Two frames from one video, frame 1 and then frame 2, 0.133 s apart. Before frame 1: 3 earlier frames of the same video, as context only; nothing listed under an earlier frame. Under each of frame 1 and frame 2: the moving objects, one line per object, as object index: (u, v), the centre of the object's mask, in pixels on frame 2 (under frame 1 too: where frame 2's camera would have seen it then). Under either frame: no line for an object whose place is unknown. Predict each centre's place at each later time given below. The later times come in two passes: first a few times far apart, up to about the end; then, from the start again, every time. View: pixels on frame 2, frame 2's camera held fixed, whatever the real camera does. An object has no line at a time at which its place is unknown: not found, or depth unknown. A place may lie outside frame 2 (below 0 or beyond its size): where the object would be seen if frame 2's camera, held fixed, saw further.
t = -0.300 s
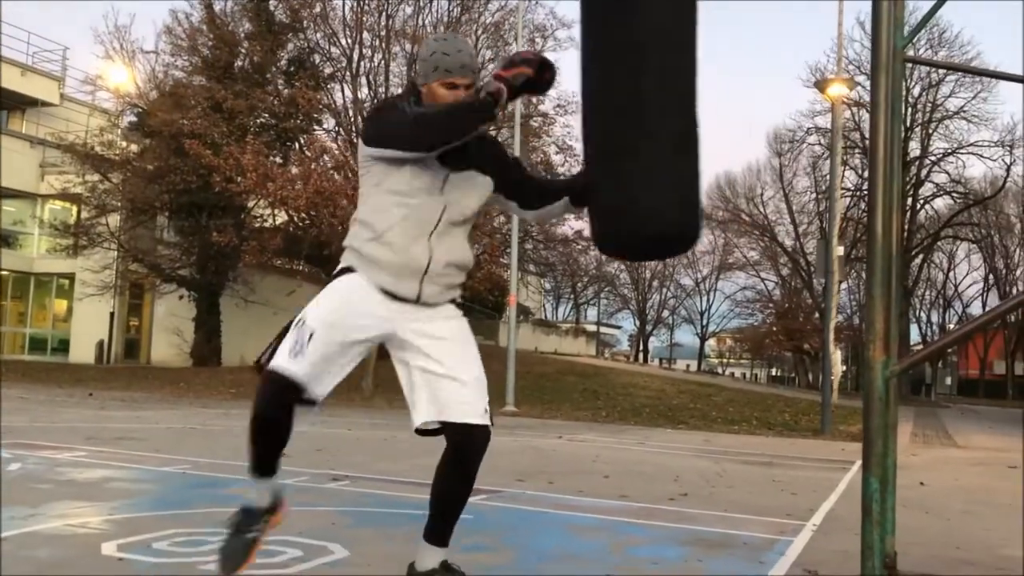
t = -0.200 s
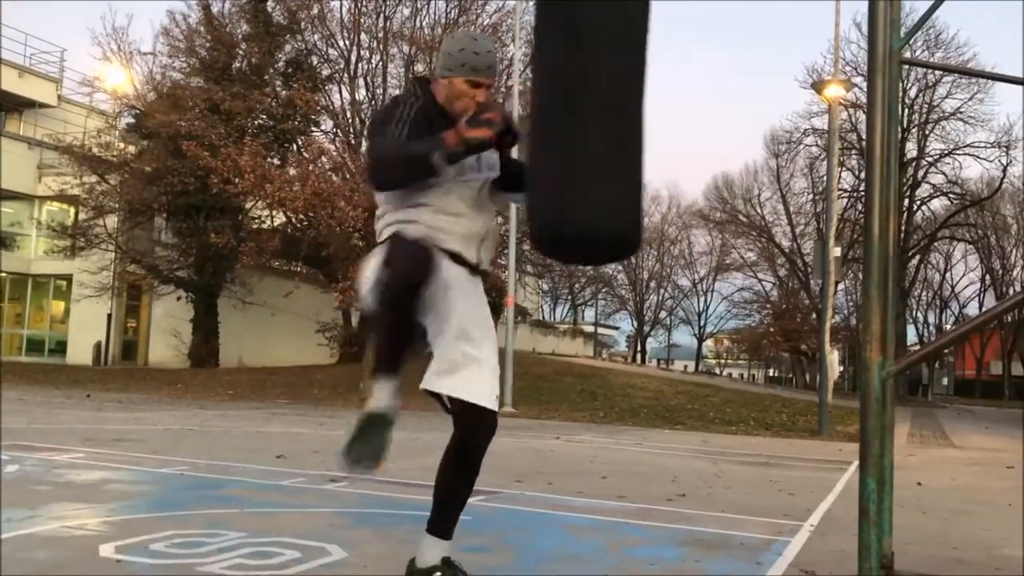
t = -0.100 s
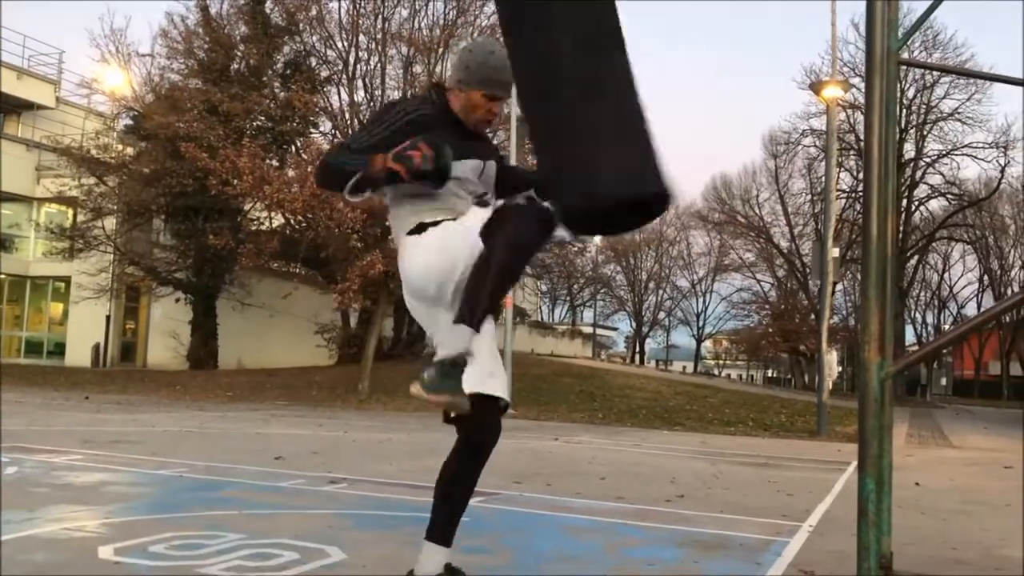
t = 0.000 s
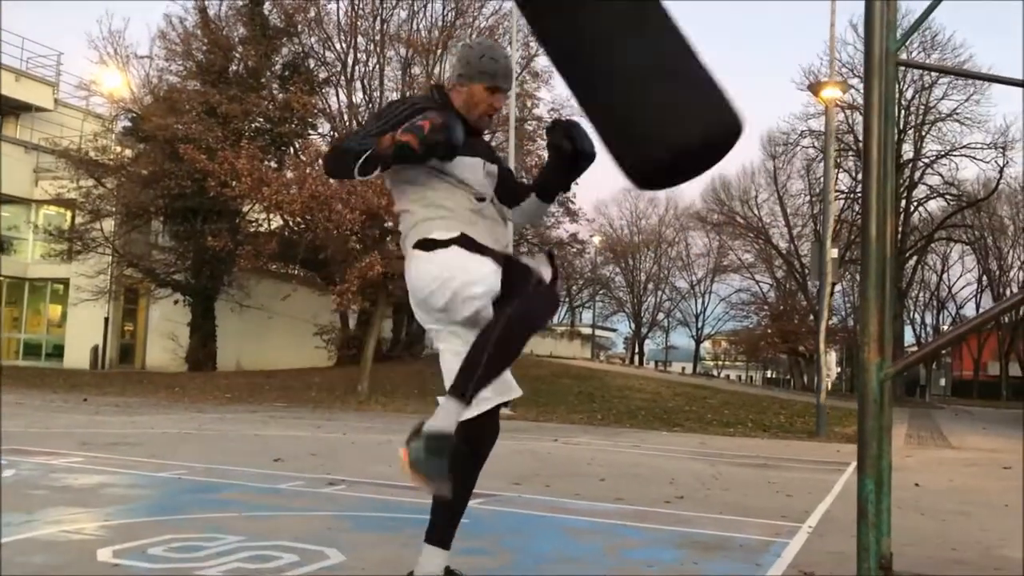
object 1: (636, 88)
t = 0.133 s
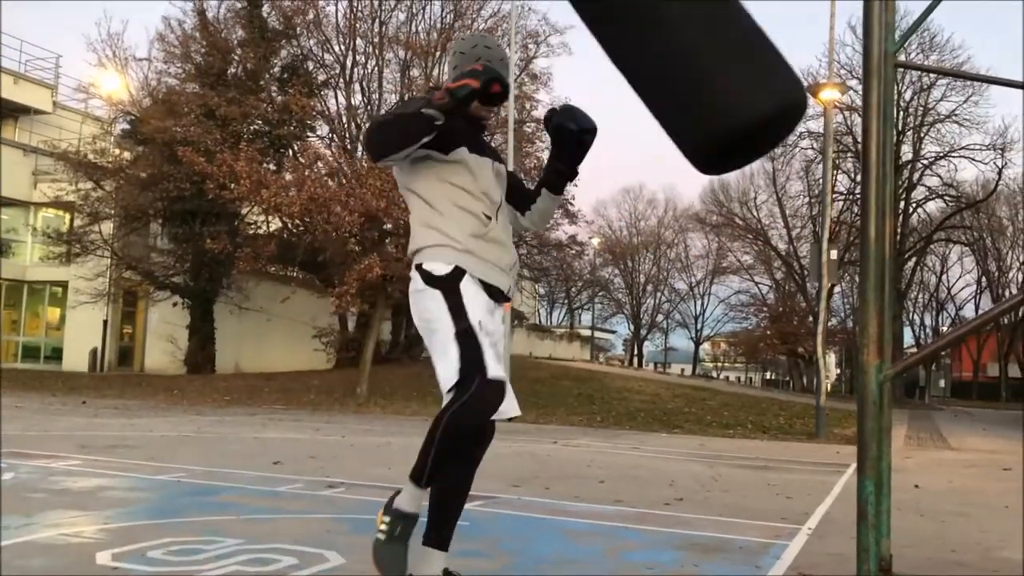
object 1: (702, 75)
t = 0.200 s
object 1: (726, 83)
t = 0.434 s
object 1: (747, 96)
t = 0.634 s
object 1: (736, 113)
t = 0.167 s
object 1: (714, 78)
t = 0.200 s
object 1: (726, 83)
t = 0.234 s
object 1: (736, 91)
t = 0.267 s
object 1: (744, 100)
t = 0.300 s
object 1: (748, 109)
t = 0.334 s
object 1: (749, 110)
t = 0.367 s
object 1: (749, 105)
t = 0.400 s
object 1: (748, 100)
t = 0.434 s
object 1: (747, 96)
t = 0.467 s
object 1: (745, 95)
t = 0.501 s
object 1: (744, 96)
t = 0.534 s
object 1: (742, 98)
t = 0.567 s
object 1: (740, 103)
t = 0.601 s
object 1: (738, 109)
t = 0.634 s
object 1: (736, 113)
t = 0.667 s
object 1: (731, 116)
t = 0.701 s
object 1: (724, 115)
